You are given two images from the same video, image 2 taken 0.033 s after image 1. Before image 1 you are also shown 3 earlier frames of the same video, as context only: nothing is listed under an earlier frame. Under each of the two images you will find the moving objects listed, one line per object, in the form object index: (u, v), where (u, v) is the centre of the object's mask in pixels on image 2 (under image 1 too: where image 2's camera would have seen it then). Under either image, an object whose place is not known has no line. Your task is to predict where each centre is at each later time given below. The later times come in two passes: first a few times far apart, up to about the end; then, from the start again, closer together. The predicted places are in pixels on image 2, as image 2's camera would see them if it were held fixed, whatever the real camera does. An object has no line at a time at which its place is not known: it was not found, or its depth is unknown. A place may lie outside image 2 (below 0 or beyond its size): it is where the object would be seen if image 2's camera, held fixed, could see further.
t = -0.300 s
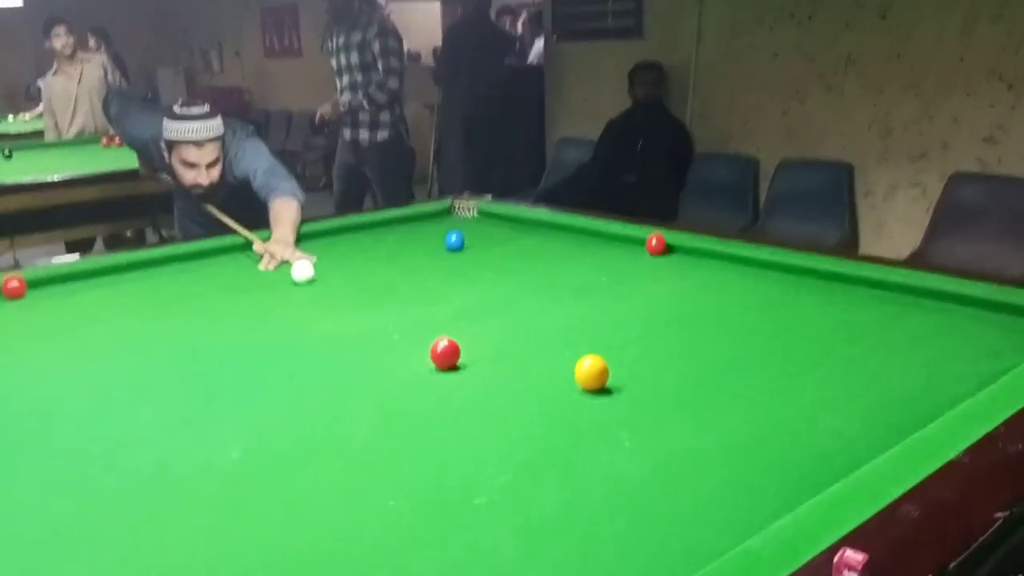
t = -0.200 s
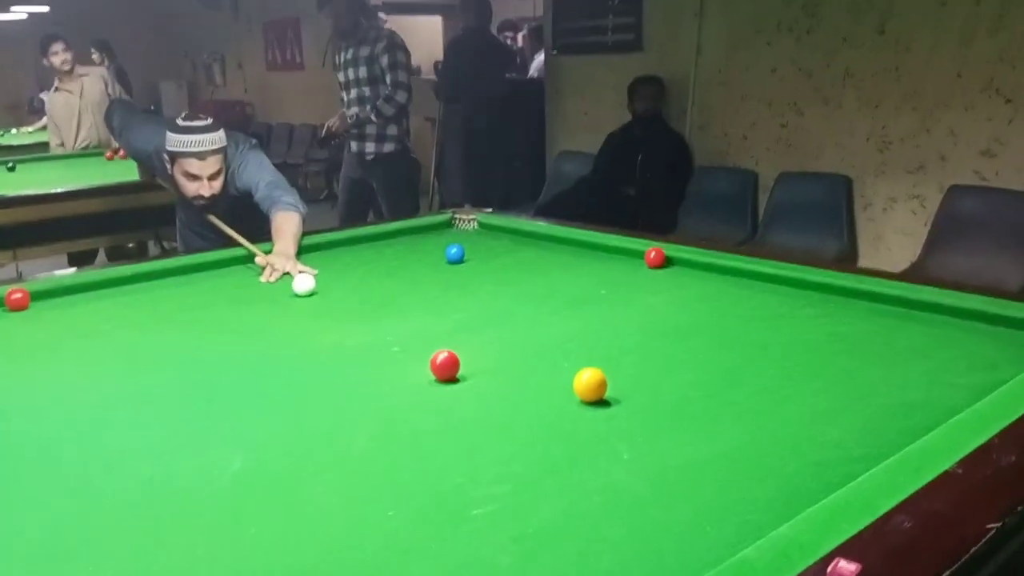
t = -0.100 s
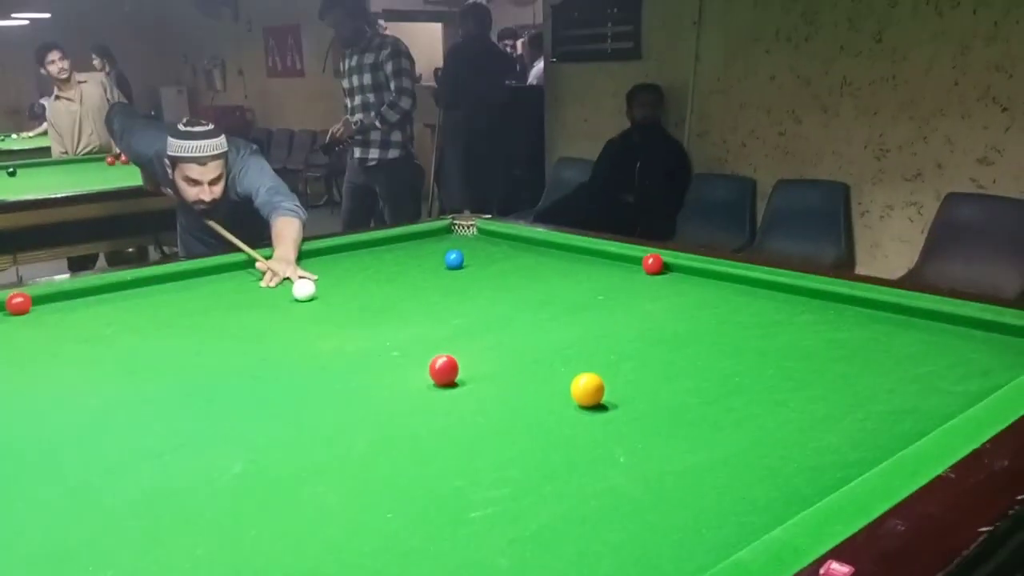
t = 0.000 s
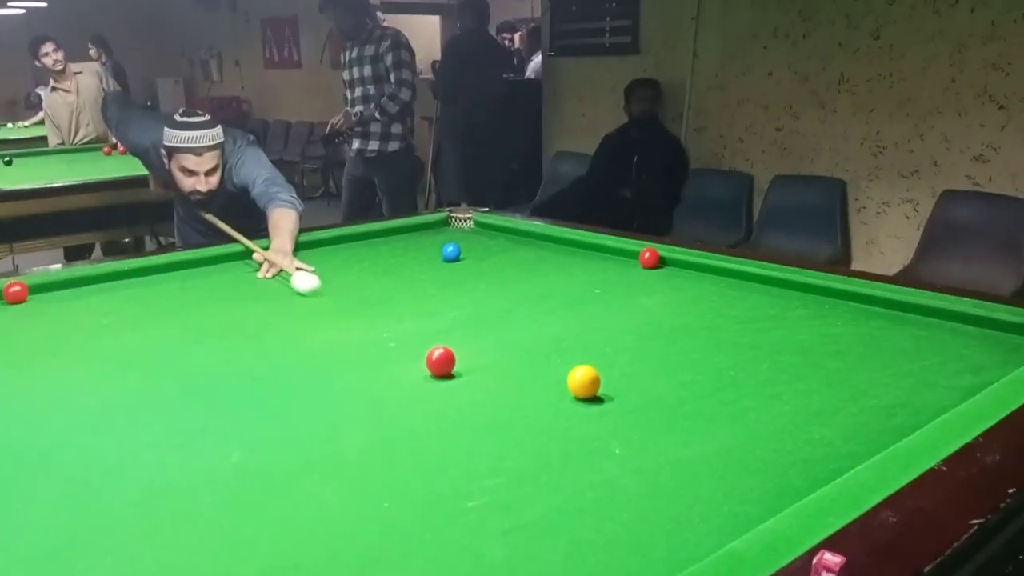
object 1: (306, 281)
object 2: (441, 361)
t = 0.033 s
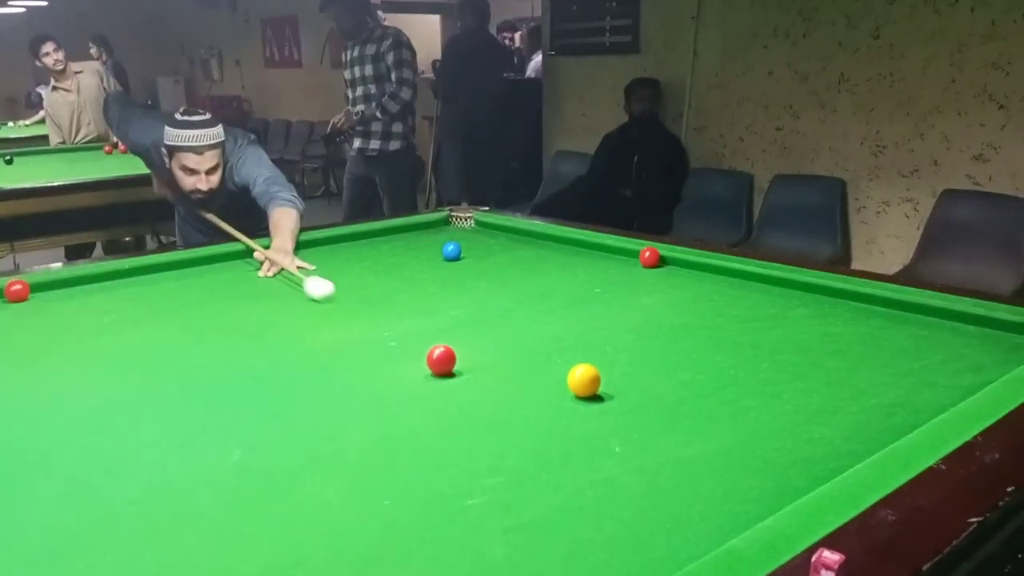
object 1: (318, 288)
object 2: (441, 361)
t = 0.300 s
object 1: (434, 346)
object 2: (445, 364)
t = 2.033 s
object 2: (78, 417)
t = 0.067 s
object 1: (332, 295)
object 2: (441, 361)
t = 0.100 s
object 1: (346, 303)
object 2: (441, 360)
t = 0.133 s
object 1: (360, 311)
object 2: (441, 361)
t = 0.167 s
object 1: (374, 318)
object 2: (441, 361)
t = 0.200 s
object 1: (389, 326)
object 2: (442, 361)
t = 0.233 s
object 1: (404, 333)
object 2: (441, 361)
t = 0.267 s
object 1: (419, 341)
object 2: (441, 361)
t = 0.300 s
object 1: (434, 346)
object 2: (445, 364)
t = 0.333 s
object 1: (444, 347)
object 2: (454, 375)
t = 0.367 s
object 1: (455, 350)
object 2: (463, 386)
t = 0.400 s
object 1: (465, 351)
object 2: (473, 398)
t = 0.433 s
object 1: (475, 352)
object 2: (482, 409)
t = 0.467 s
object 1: (487, 354)
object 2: (492, 420)
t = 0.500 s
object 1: (498, 355)
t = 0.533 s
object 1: (509, 357)
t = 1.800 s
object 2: (147, 438)
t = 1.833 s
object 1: (889, 396)
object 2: (136, 434)
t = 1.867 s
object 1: (884, 394)
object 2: (126, 431)
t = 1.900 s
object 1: (877, 392)
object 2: (116, 429)
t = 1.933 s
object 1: (873, 389)
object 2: (105, 425)
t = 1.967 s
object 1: (866, 387)
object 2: (96, 422)
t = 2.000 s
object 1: (852, 385)
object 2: (87, 420)
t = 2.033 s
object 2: (78, 417)
